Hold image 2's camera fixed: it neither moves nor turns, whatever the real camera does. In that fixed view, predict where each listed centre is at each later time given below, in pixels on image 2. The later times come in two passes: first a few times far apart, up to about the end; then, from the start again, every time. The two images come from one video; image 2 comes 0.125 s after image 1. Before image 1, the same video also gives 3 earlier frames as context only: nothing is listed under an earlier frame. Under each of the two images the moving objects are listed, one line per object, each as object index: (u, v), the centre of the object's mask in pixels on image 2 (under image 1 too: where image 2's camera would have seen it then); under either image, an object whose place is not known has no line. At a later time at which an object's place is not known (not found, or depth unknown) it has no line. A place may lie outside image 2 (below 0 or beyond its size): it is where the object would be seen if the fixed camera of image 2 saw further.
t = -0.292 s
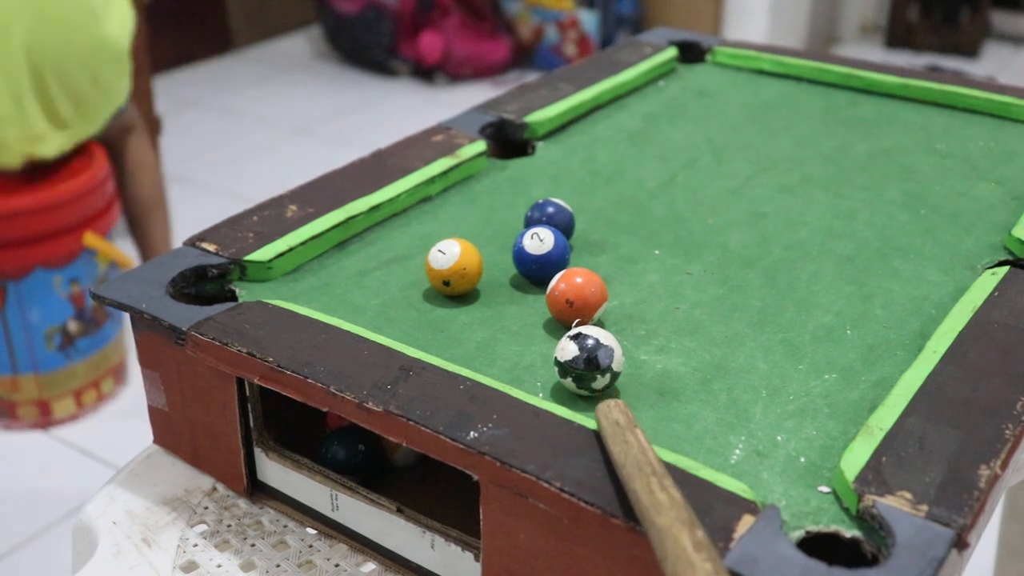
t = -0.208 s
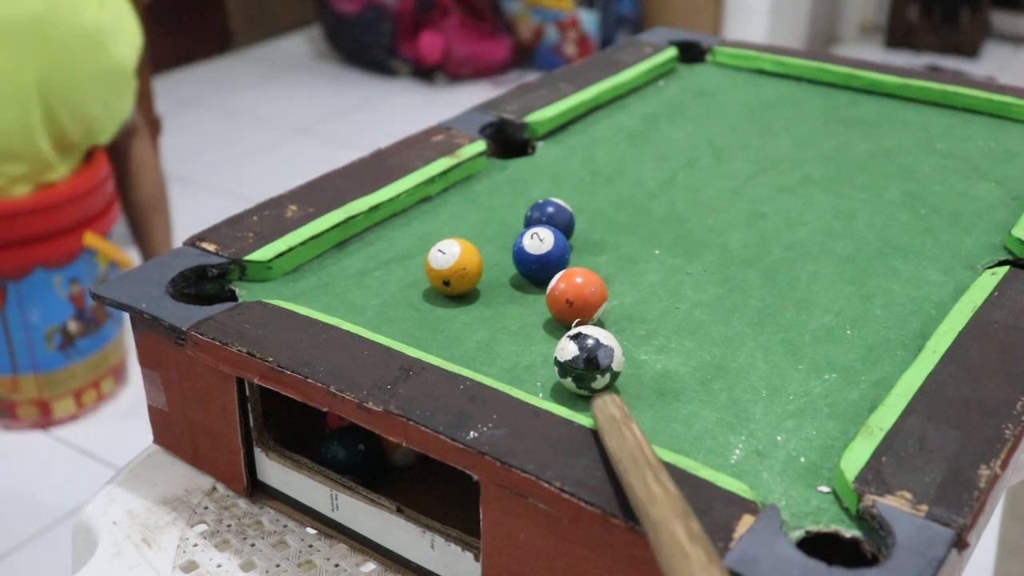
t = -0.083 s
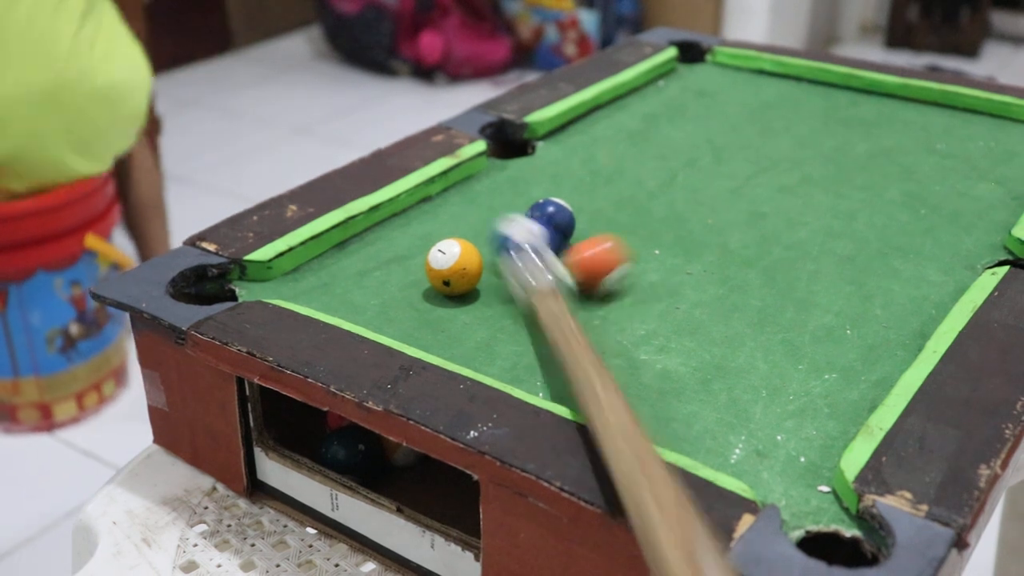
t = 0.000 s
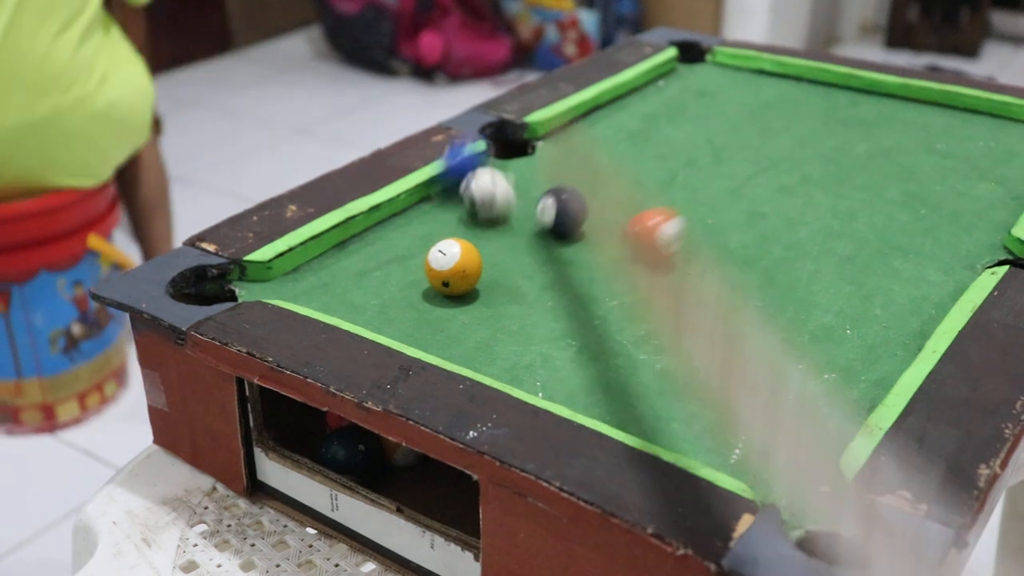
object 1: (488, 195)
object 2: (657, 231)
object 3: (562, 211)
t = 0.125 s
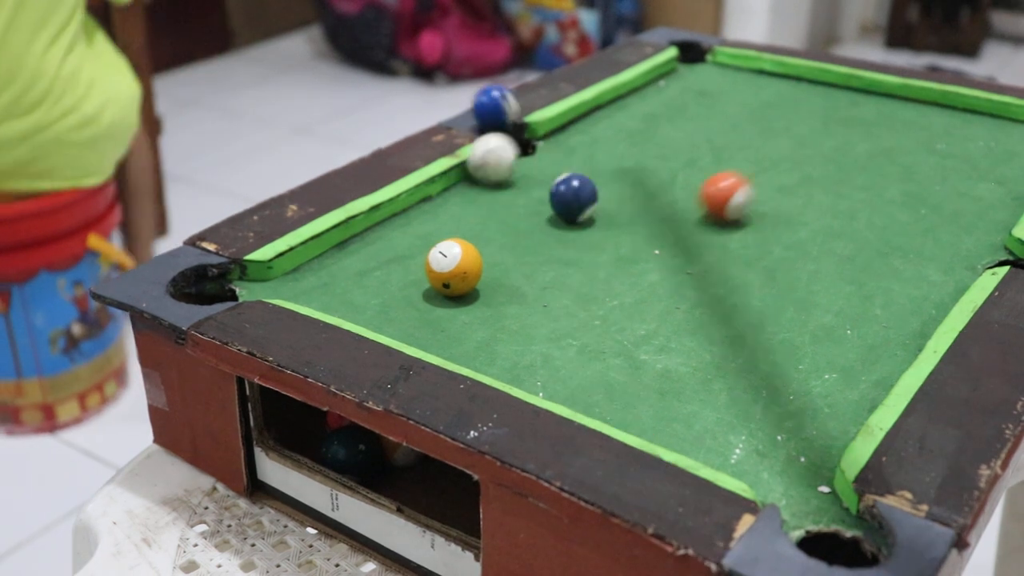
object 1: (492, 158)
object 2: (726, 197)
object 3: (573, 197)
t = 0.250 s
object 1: (537, 144)
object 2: (778, 165)
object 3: (580, 186)
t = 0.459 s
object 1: (602, 124)
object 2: (842, 126)
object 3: (581, 175)
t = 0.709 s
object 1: (658, 105)
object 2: (898, 89)
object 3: (578, 172)
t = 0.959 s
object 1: (691, 92)
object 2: (886, 90)
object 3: (578, 173)
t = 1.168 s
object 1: (713, 83)
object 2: (878, 89)
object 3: (578, 173)
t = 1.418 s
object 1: (730, 74)
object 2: (876, 89)
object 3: (578, 173)
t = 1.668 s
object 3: (578, 172)
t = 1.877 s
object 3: (578, 172)
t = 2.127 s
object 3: (577, 172)
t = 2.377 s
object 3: (576, 172)
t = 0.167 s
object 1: (510, 154)
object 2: (745, 185)
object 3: (576, 194)
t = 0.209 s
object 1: (525, 148)
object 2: (761, 176)
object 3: (578, 189)
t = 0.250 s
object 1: (537, 144)
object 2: (778, 165)
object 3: (580, 186)
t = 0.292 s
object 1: (550, 139)
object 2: (793, 157)
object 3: (581, 184)
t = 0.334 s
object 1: (564, 135)
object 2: (807, 149)
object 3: (581, 181)
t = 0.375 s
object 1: (578, 130)
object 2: (820, 140)
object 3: (581, 179)
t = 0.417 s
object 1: (589, 126)
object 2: (832, 134)
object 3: (581, 177)
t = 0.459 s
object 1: (602, 124)
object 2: (842, 126)
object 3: (581, 175)
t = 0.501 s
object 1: (614, 120)
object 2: (853, 120)
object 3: (581, 174)
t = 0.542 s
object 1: (625, 118)
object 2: (863, 114)
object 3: (580, 173)
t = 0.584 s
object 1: (634, 115)
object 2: (873, 107)
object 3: (580, 173)
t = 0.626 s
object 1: (642, 113)
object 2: (882, 101)
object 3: (579, 172)
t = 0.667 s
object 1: (650, 109)
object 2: (889, 95)
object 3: (578, 172)
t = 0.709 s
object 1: (658, 105)
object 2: (898, 89)
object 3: (578, 172)
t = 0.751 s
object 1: (664, 103)
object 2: (898, 88)
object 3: (578, 172)
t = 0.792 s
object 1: (670, 100)
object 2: (895, 89)
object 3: (578, 172)
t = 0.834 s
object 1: (676, 98)
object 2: (893, 90)
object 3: (578, 173)
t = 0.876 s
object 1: (682, 96)
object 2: (890, 90)
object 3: (578, 172)
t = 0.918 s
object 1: (686, 94)
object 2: (888, 90)
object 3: (578, 173)
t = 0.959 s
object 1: (691, 92)
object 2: (886, 90)
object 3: (578, 173)
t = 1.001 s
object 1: (696, 89)
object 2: (884, 90)
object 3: (578, 172)
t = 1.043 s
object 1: (700, 87)
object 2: (882, 90)
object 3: (578, 173)
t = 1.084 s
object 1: (705, 86)
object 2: (881, 90)
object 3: (578, 173)
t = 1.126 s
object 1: (709, 84)
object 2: (879, 90)
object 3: (578, 173)
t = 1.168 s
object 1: (713, 83)
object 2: (878, 89)
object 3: (578, 173)
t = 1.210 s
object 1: (716, 81)
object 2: (877, 89)
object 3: (578, 173)
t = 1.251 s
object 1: (720, 80)
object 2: (876, 89)
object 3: (578, 172)
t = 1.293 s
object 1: (723, 78)
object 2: (876, 89)
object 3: (578, 173)
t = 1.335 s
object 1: (726, 76)
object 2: (876, 89)
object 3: (578, 173)
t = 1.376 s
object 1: (728, 75)
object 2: (876, 89)
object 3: (578, 172)
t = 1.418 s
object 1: (730, 74)
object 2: (876, 89)
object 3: (578, 173)
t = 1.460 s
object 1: (731, 73)
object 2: (876, 89)
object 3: (578, 172)
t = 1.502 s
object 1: (732, 72)
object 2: (876, 89)
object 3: (578, 172)
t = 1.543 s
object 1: (733, 71)
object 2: (876, 89)
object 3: (578, 172)
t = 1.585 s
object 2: (875, 89)
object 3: (578, 172)
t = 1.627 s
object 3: (578, 172)
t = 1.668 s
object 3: (578, 172)
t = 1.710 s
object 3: (578, 172)
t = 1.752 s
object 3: (578, 172)
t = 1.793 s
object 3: (578, 172)
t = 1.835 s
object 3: (578, 172)
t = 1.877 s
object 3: (578, 172)
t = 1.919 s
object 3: (577, 172)
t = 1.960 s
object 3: (577, 172)
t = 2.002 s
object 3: (577, 172)
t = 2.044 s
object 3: (577, 172)
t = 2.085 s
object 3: (577, 172)
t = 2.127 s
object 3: (577, 172)
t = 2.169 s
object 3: (576, 172)
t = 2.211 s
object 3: (576, 172)
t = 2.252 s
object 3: (576, 172)
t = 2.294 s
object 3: (576, 172)
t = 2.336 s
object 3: (576, 172)
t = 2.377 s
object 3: (576, 172)
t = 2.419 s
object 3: (576, 172)
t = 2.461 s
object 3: (576, 172)
